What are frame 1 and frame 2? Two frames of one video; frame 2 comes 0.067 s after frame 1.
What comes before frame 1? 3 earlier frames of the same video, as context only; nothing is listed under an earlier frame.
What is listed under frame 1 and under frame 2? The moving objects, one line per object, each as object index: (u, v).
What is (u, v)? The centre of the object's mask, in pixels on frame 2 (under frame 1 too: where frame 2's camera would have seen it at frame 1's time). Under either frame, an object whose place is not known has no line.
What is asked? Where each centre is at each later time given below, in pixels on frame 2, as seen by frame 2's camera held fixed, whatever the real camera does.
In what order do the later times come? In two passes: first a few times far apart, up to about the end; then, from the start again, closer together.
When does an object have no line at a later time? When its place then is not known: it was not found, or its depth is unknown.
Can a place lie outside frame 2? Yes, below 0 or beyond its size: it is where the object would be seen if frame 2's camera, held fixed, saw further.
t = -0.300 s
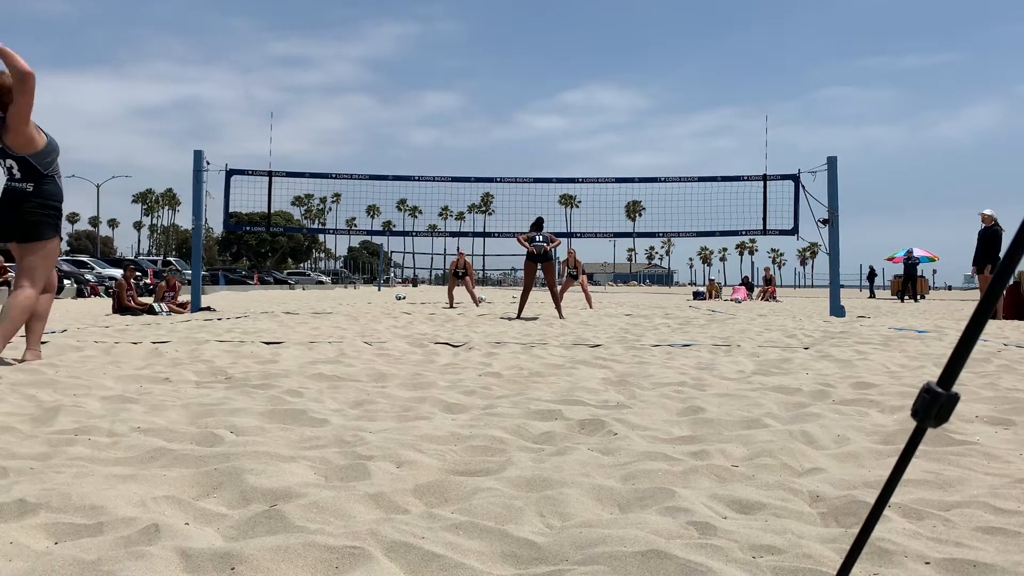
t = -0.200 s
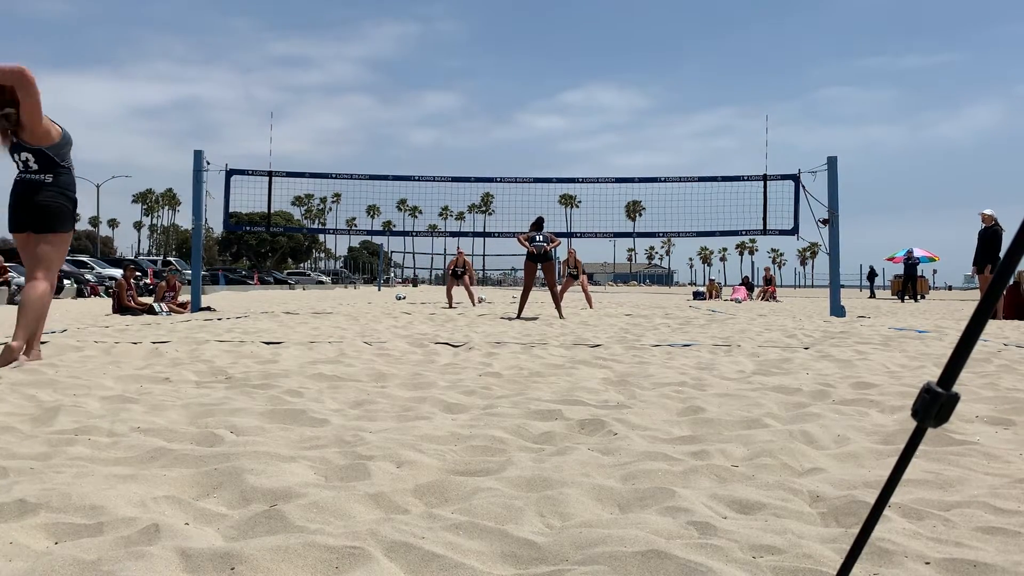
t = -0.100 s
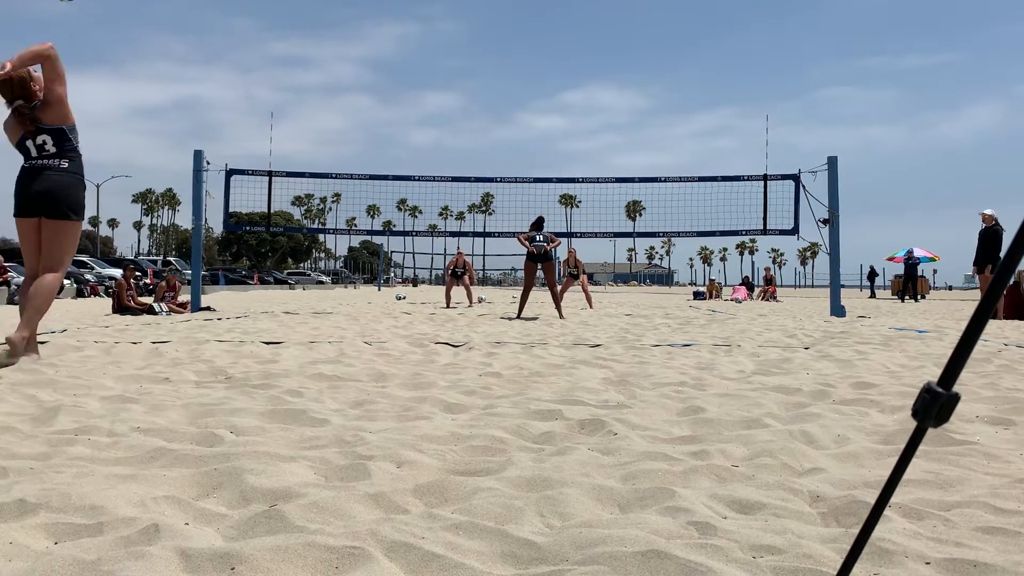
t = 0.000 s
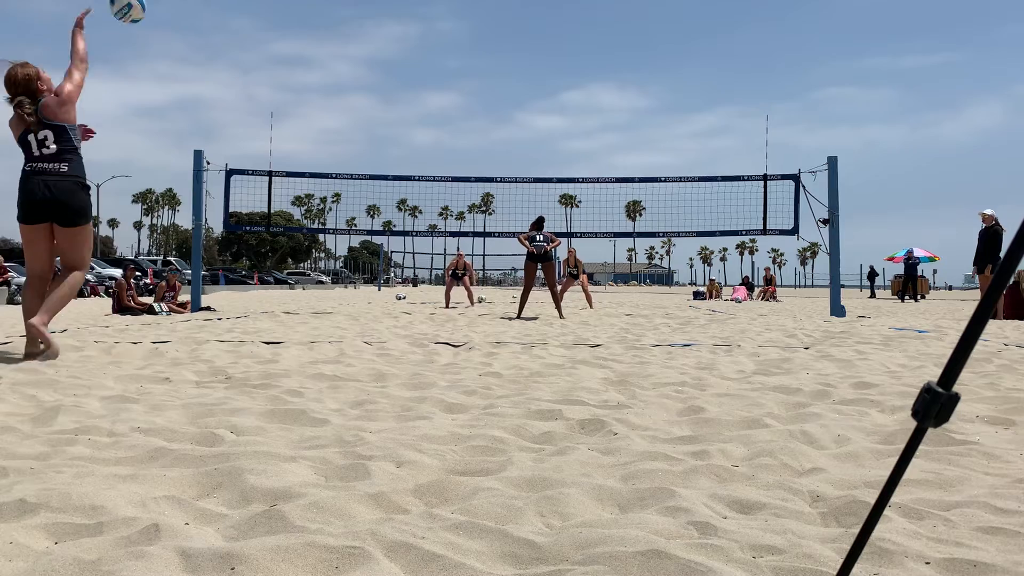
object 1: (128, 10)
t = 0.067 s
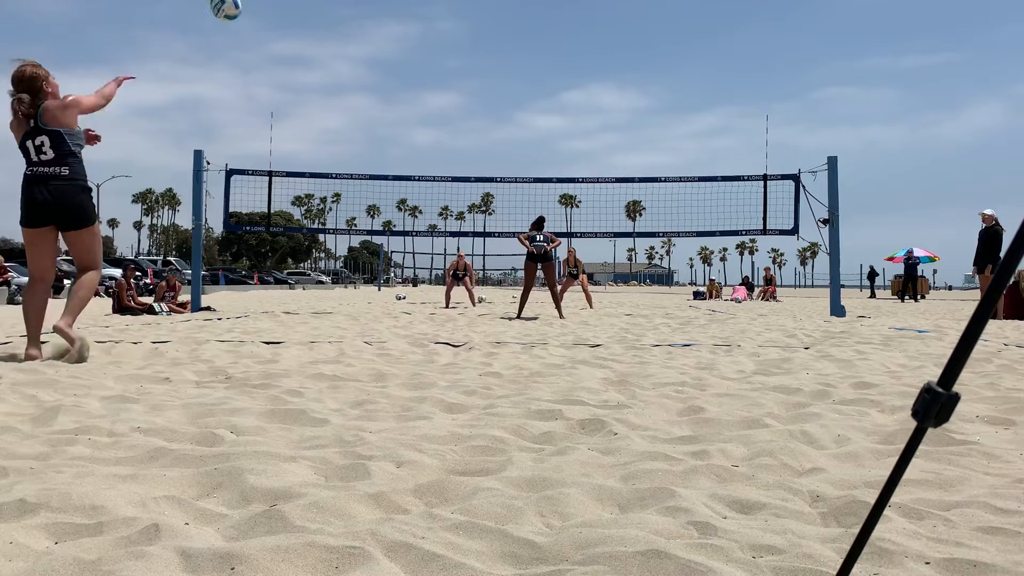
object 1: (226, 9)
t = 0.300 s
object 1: (427, 34)
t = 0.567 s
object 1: (546, 93)
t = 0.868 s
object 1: (621, 184)
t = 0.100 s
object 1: (266, 10)
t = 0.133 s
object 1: (300, 11)
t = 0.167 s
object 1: (330, 14)
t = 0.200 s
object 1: (358, 18)
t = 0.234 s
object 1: (383, 23)
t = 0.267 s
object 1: (406, 28)
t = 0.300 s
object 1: (427, 34)
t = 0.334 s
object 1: (446, 40)
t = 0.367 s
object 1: (463, 46)
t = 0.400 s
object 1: (480, 53)
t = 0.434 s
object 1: (495, 60)
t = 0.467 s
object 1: (510, 68)
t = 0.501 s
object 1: (523, 76)
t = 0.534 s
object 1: (535, 85)
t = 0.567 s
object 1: (546, 93)
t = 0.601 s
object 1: (557, 102)
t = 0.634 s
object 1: (567, 112)
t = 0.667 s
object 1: (576, 121)
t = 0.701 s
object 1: (585, 130)
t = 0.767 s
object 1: (601, 150)
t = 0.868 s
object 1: (621, 184)
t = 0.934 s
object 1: (633, 204)
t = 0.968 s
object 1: (637, 215)
